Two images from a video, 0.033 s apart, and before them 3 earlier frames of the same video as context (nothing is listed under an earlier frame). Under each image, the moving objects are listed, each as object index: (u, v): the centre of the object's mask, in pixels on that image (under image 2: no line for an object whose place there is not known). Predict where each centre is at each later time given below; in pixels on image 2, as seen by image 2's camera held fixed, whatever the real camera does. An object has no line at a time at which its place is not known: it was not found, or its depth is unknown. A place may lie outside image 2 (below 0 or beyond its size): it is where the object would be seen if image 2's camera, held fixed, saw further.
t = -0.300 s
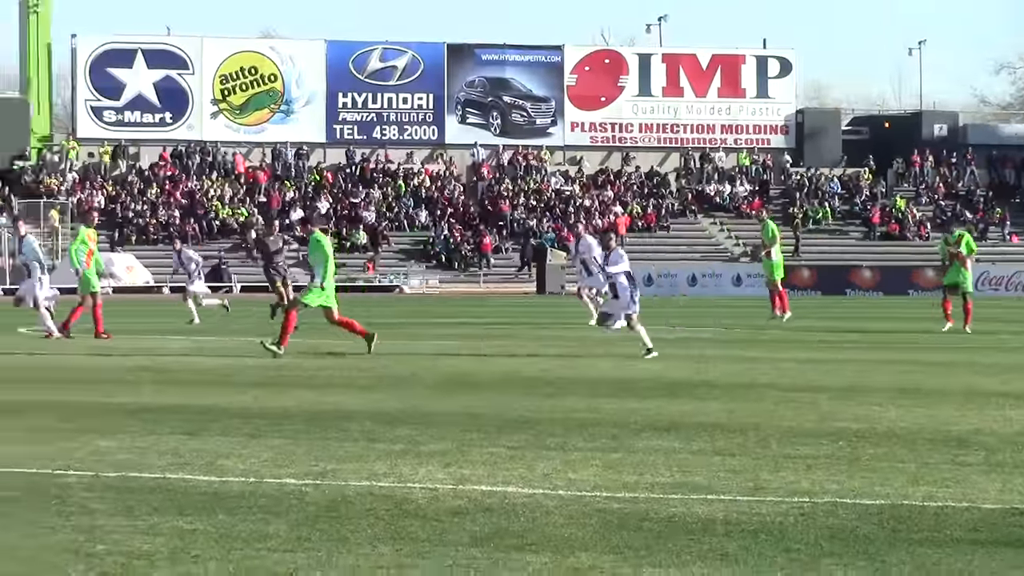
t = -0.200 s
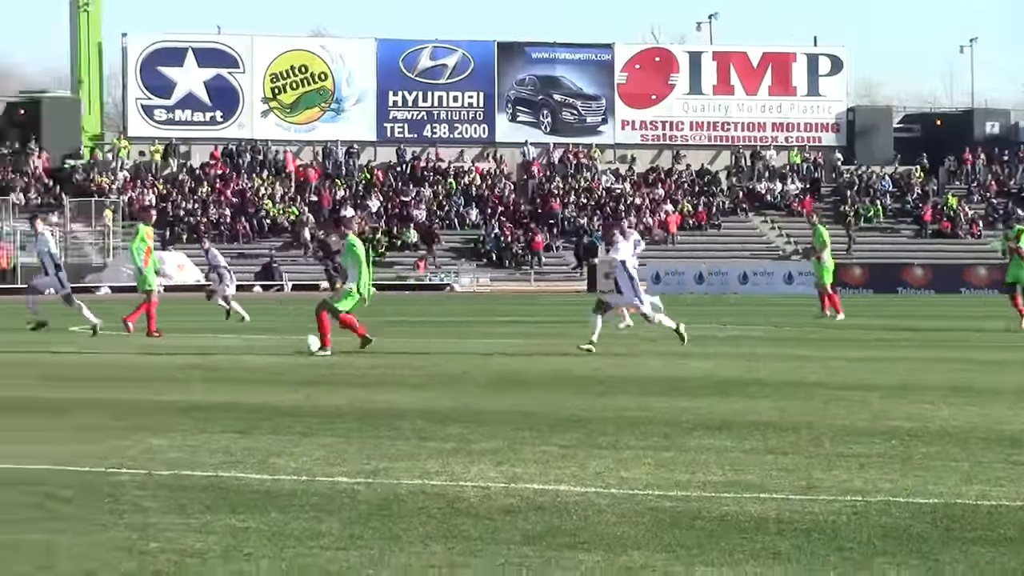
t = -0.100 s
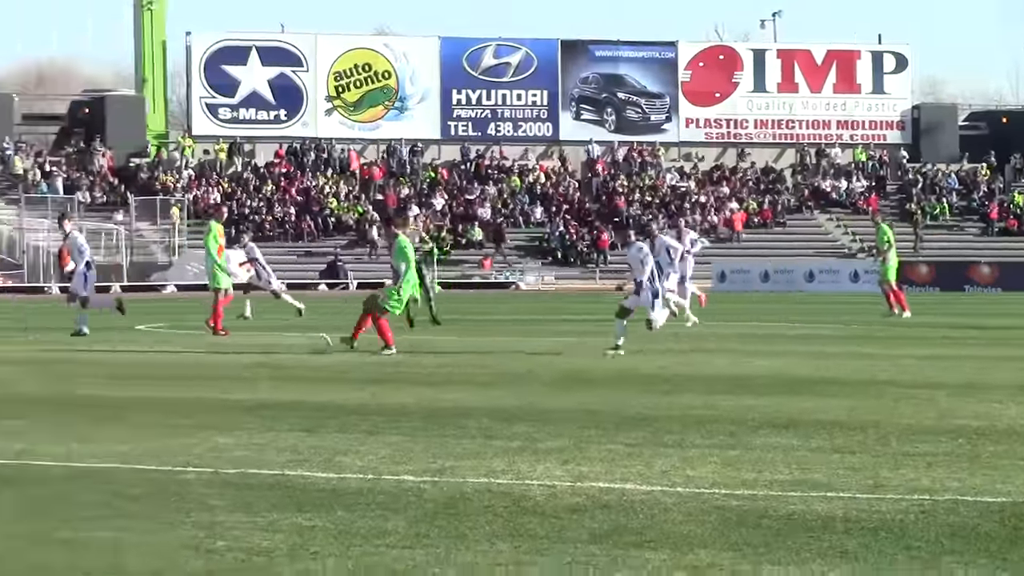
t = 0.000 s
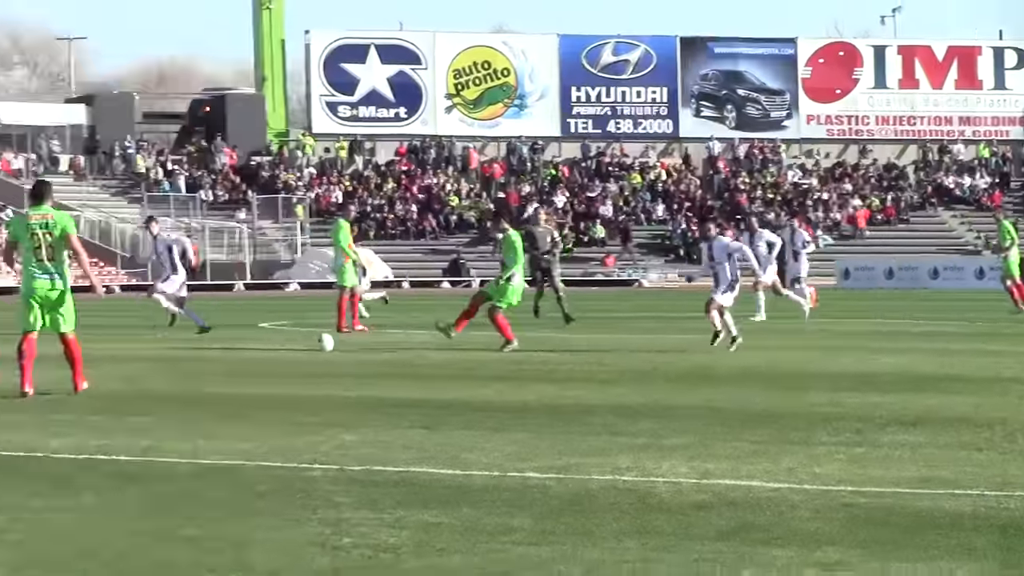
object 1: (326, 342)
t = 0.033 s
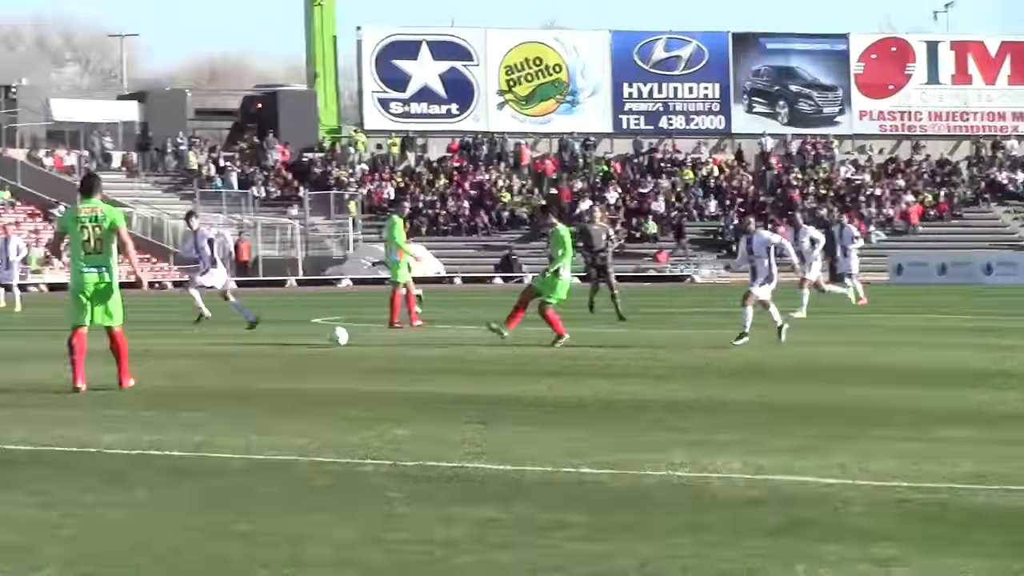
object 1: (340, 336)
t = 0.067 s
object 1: (300, 334)
